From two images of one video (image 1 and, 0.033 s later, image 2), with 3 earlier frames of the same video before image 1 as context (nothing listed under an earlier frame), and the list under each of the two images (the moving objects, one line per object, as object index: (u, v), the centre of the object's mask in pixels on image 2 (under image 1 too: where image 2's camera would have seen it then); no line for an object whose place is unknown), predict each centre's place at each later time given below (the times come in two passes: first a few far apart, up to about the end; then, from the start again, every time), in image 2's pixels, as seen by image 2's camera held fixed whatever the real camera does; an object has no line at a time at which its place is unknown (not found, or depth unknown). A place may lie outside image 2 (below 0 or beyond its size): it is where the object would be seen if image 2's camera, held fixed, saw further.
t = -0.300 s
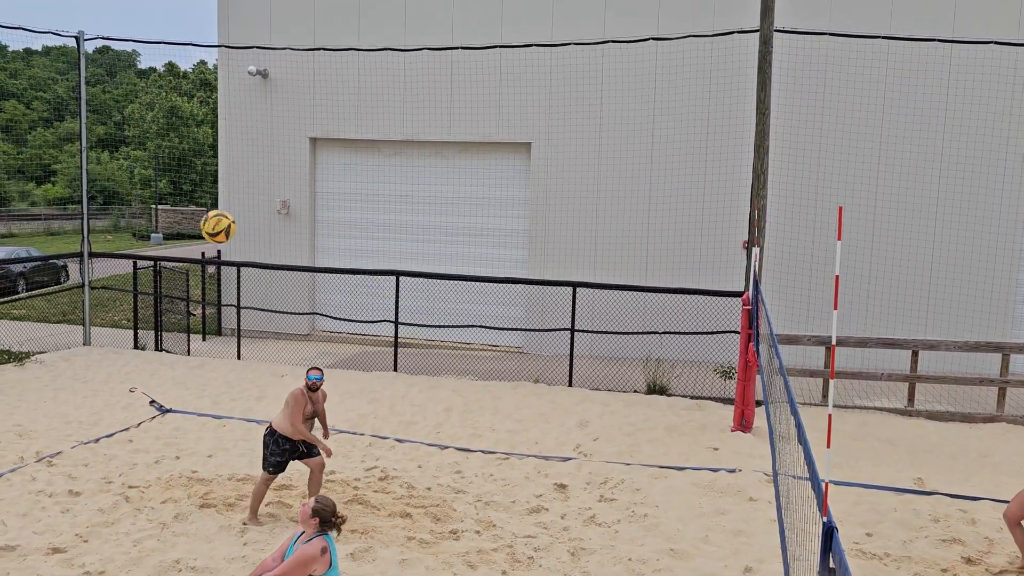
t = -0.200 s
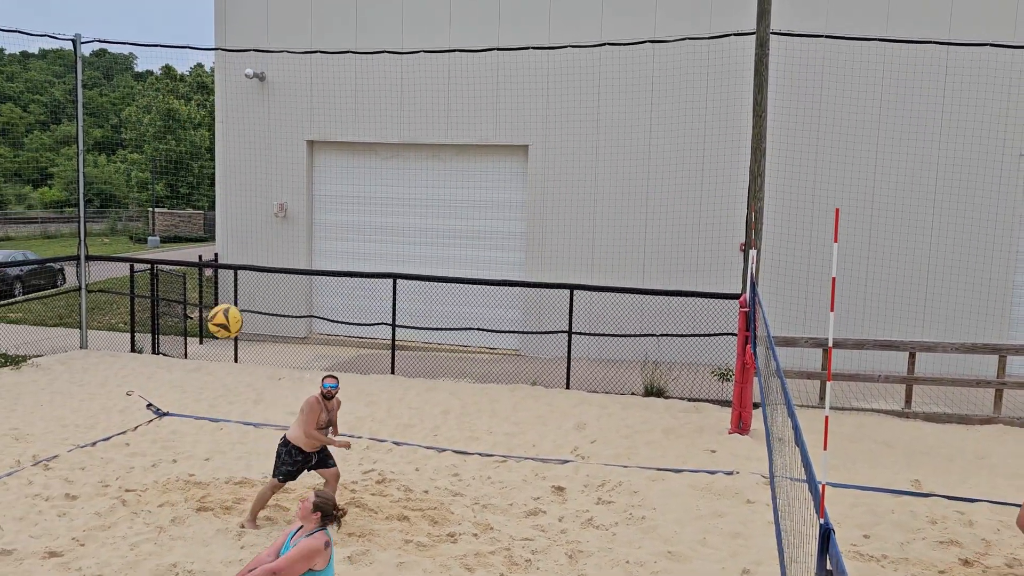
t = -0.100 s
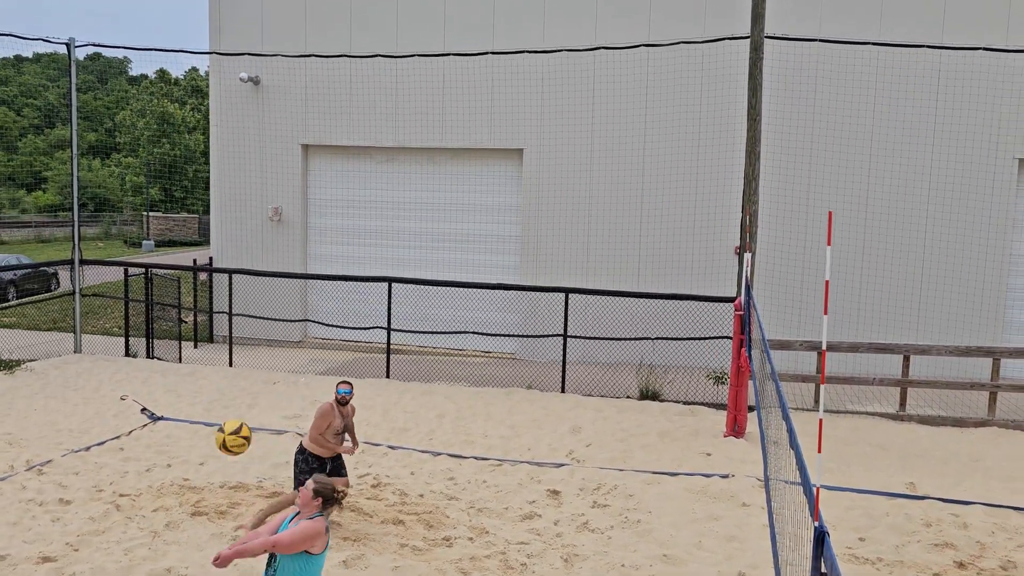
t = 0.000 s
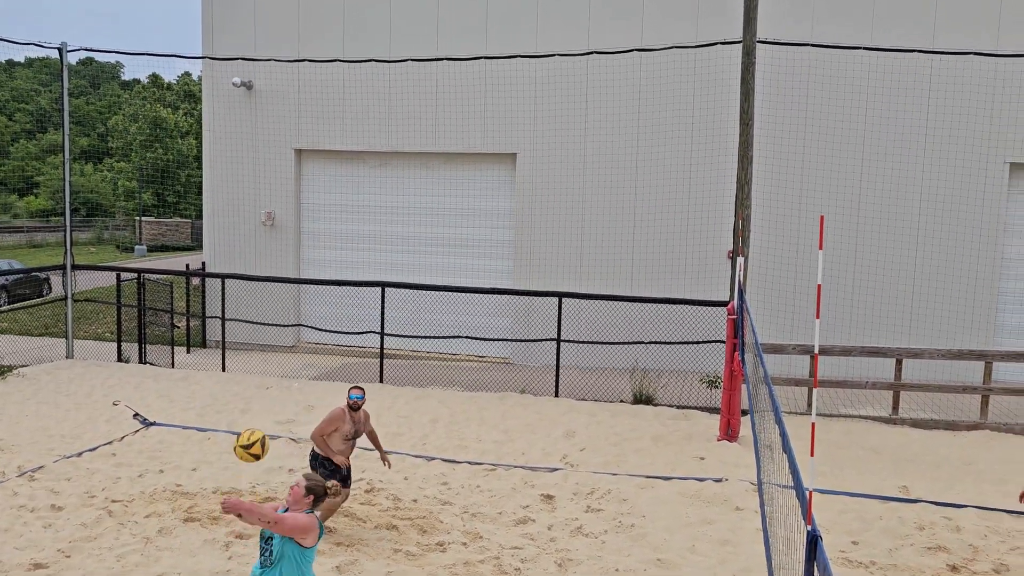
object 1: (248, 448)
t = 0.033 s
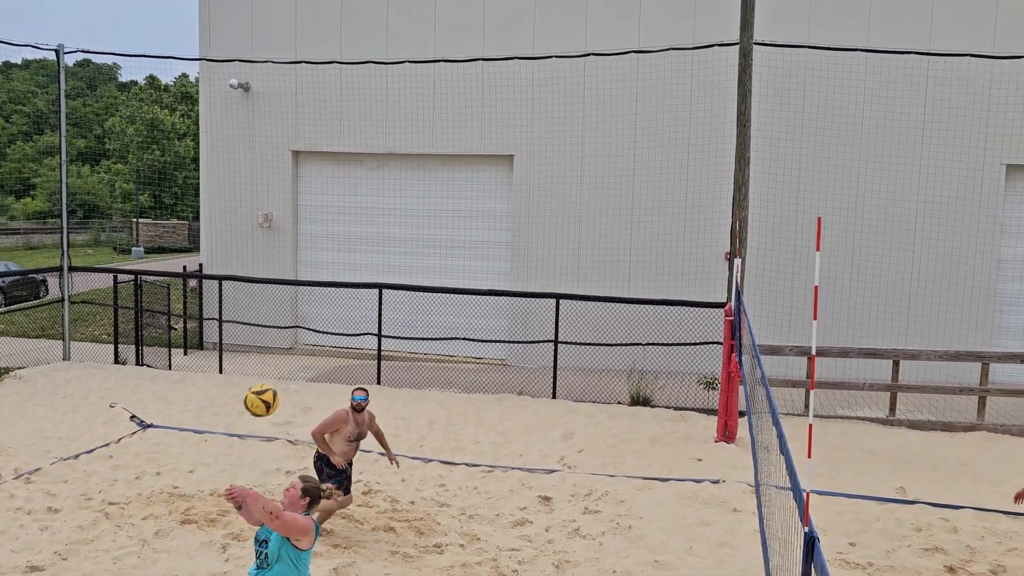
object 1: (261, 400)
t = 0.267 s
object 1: (343, 147)
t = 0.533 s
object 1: (421, -3)
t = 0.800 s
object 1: (484, -35)
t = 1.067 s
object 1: (535, 17)
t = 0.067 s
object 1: (274, 356)
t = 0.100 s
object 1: (286, 314)
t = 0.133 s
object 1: (298, 276)
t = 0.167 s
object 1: (309, 239)
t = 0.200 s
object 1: (320, 206)
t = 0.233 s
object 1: (332, 175)
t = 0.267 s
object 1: (343, 147)
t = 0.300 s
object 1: (354, 121)
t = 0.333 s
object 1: (364, 96)
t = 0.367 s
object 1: (374, 75)
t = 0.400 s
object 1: (384, 55)
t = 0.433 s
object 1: (393, 38)
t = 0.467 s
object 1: (402, 22)
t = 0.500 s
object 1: (411, 9)
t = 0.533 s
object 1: (421, -3)
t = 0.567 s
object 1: (429, -13)
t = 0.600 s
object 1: (437, -21)
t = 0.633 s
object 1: (446, -25)
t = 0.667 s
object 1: (453, -28)
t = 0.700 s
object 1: (461, -31)
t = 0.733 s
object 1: (469, -33)
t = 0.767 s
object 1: (476, -34)
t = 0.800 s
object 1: (484, -35)
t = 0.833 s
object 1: (490, -34)
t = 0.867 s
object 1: (497, -30)
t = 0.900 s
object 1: (503, -25)
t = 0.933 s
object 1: (510, -20)
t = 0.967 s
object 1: (517, -12)
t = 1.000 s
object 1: (522, -3)
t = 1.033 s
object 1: (529, 6)
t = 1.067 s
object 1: (535, 17)
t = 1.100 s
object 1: (541, 28)
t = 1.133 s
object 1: (546, 40)
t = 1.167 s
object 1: (552, 53)
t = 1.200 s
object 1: (558, 67)
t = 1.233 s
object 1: (563, 82)
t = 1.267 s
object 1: (568, 98)
